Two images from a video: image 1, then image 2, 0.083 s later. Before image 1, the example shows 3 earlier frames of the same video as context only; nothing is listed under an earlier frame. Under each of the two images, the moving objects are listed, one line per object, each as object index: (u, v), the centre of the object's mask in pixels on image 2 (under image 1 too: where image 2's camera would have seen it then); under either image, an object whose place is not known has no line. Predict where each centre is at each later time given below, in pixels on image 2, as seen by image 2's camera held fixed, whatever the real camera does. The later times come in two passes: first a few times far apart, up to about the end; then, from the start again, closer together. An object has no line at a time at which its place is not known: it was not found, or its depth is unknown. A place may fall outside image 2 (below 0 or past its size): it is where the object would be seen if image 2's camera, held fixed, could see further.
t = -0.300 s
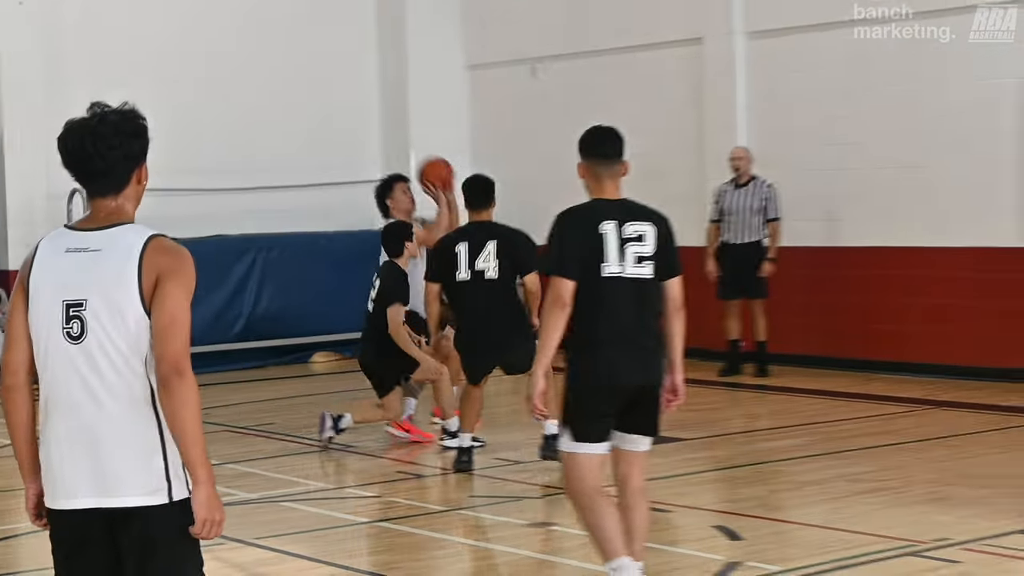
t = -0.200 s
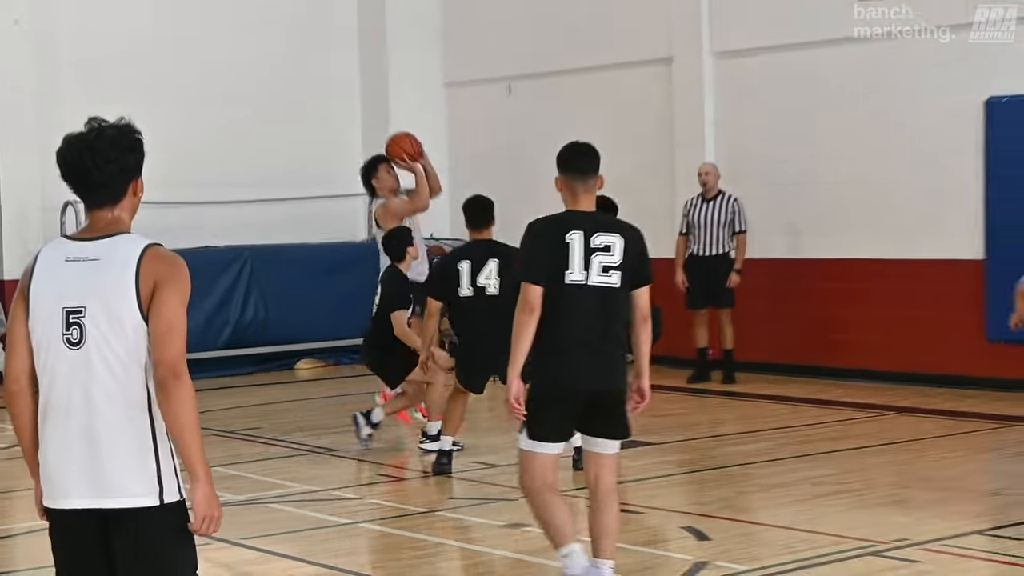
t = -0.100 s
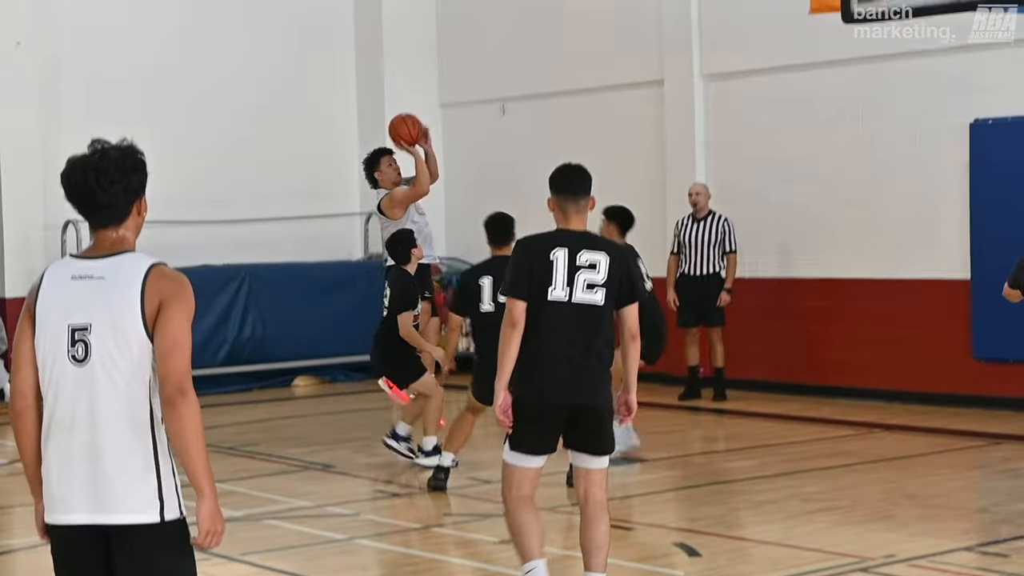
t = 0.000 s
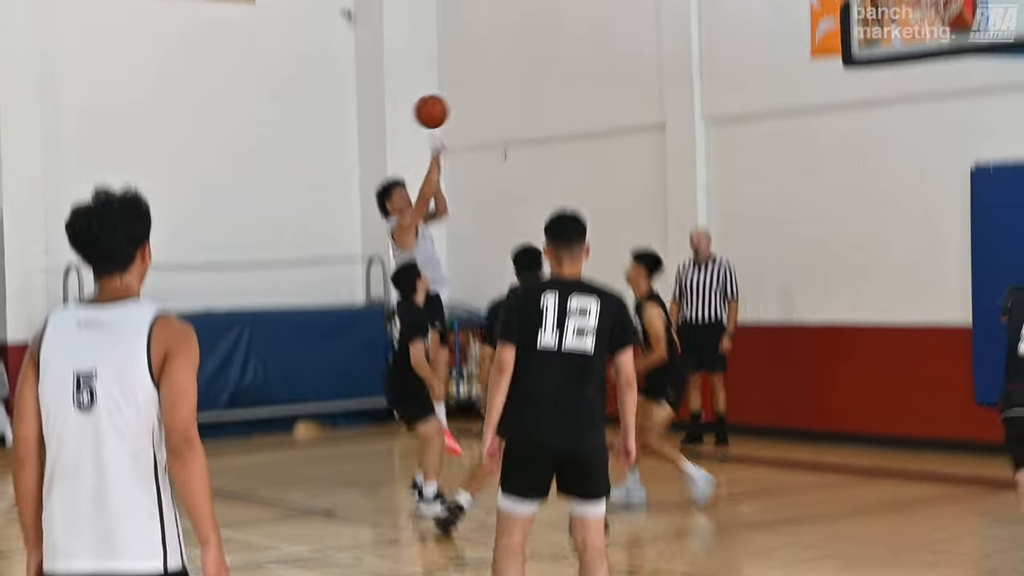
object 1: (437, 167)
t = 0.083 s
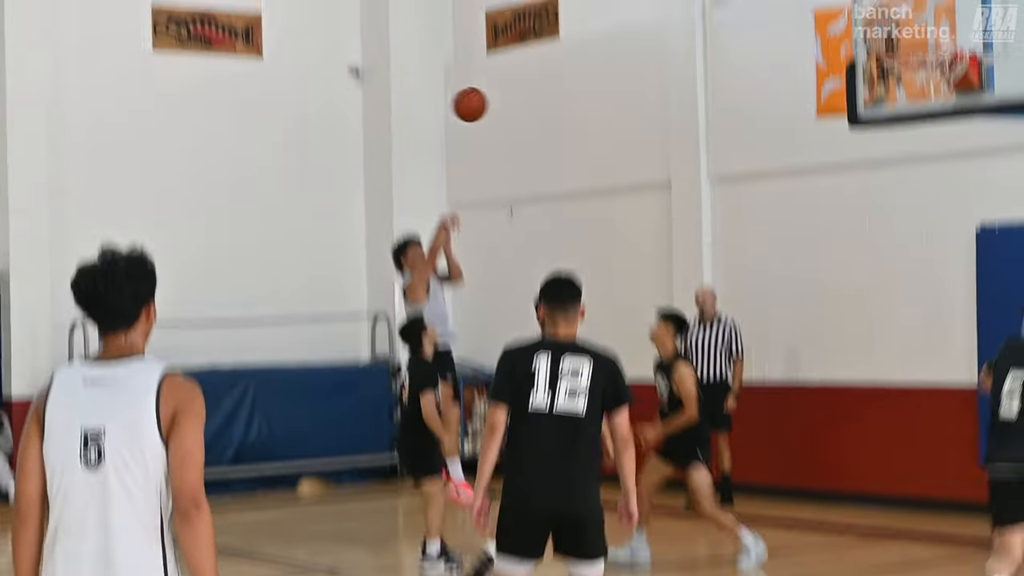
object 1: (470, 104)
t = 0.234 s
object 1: (534, 12)
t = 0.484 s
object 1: (641, -77)
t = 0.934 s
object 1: (862, -3)
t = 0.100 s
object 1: (477, 92)
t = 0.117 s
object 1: (484, 80)
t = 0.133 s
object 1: (491, 70)
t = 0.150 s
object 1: (498, 59)
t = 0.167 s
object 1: (504, 49)
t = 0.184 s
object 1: (512, 39)
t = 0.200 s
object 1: (518, 29)
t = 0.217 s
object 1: (526, 22)
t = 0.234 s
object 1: (534, 12)
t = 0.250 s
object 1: (539, 4)
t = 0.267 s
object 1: (545, -3)
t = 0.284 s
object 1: (553, -11)
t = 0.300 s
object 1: (560, -19)
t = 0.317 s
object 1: (567, -26)
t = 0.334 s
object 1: (574, -33)
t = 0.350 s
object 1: (581, -40)
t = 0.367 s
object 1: (588, -46)
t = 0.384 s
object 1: (596, -50)
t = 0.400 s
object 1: (603, -56)
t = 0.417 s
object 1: (611, -61)
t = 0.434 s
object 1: (618, -65)
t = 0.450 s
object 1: (626, -69)
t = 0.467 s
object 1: (633, -73)
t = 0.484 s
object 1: (641, -77)
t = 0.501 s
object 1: (648, -80)
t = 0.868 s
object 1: (828, -36)
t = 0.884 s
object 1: (836, -28)
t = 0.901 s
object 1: (844, -21)
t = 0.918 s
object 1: (853, -11)
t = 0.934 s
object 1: (862, -3)
